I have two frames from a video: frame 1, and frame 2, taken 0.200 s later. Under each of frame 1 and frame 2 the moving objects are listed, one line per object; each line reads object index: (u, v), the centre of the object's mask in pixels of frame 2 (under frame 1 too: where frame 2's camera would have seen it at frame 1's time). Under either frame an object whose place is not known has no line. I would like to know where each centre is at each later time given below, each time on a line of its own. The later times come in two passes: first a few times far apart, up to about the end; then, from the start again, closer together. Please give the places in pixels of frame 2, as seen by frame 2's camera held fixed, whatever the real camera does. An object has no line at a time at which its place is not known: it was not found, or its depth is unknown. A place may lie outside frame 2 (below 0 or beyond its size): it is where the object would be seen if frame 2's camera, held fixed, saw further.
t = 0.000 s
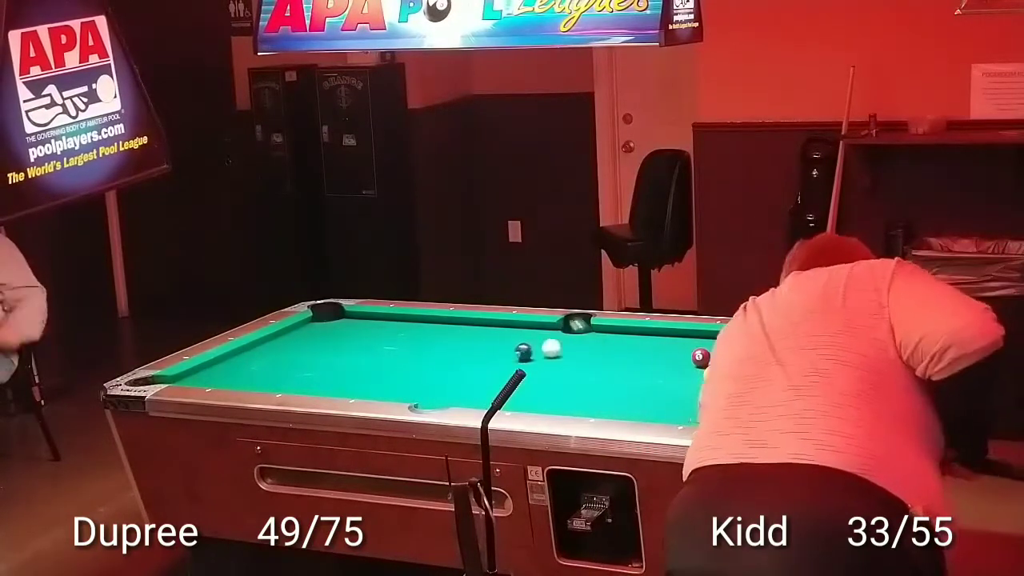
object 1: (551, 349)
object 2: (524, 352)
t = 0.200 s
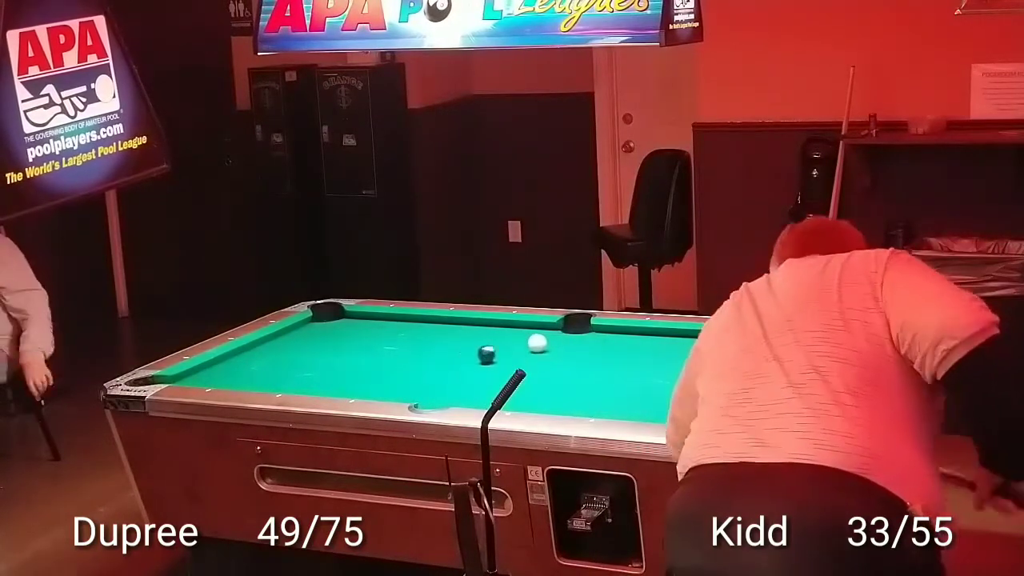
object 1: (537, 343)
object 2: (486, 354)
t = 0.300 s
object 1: (530, 341)
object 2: (469, 356)
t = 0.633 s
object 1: (508, 333)
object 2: (411, 360)
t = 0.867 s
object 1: (494, 328)
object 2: (373, 362)
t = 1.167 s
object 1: (478, 322)
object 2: (326, 365)
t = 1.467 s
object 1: (454, 322)
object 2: (280, 369)
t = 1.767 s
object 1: (432, 323)
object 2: (237, 372)
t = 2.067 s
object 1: (412, 325)
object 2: (196, 375)
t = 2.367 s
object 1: (395, 326)
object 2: (193, 378)
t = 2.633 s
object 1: (380, 326)
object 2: (199, 379)
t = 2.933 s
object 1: (366, 327)
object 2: (205, 382)
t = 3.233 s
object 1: (354, 328)
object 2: (214, 382)
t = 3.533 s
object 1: (345, 329)
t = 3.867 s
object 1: (337, 330)
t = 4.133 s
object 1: (332, 330)
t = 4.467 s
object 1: (329, 330)
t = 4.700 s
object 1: (327, 330)
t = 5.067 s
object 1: (327, 330)
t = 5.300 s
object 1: (327, 330)
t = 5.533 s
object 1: (327, 330)
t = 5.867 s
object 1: (328, 330)
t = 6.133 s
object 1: (328, 330)
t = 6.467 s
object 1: (327, 330)
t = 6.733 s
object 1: (327, 330)
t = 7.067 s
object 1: (327, 330)
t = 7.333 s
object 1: (328, 330)
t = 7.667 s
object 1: (328, 330)
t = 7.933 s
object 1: (327, 330)
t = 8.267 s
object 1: (327, 330)
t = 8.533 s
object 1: (327, 330)
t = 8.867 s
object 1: (327, 330)
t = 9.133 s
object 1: (327, 330)
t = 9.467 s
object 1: (327, 330)
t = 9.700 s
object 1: (327, 330)
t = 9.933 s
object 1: (327, 330)
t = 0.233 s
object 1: (534, 342)
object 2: (480, 355)
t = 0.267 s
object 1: (532, 342)
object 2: (474, 356)
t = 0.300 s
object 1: (530, 341)
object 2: (469, 356)
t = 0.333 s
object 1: (528, 340)
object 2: (463, 356)
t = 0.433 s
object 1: (521, 338)
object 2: (445, 357)
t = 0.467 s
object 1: (519, 337)
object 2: (439, 358)
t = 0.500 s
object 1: (516, 336)
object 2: (434, 358)
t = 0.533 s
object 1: (514, 335)
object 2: (428, 358)
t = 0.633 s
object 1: (508, 333)
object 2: (411, 360)
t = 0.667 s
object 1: (506, 332)
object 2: (406, 360)
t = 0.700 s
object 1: (504, 331)
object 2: (400, 360)
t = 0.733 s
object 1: (502, 331)
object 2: (395, 361)
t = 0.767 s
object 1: (500, 330)
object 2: (389, 361)
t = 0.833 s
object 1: (496, 329)
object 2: (379, 362)
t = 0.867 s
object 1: (494, 328)
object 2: (373, 362)
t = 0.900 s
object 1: (492, 327)
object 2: (368, 363)
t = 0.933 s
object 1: (491, 326)
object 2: (363, 363)
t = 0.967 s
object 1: (489, 326)
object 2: (357, 363)
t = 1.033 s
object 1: (485, 324)
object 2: (347, 364)
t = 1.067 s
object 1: (483, 324)
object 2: (342, 364)
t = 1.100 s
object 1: (482, 323)
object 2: (336, 365)
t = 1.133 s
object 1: (480, 322)
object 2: (331, 365)
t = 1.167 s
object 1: (478, 322)
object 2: (326, 365)
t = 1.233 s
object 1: (474, 321)
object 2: (316, 366)
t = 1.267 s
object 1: (471, 321)
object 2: (310, 366)
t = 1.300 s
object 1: (468, 321)
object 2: (305, 367)
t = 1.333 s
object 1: (465, 321)
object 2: (300, 367)
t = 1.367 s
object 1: (463, 321)
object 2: (295, 368)
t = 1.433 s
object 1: (457, 322)
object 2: (285, 368)
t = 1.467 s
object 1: (454, 322)
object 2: (280, 369)
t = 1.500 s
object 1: (452, 322)
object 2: (275, 369)
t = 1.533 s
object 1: (449, 323)
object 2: (270, 369)
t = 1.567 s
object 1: (447, 323)
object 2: (265, 370)
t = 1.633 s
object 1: (442, 323)
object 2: (256, 370)
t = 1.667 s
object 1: (439, 323)
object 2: (251, 371)
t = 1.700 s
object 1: (437, 323)
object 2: (246, 371)
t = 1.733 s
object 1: (435, 323)
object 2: (241, 372)
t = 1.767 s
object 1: (432, 323)
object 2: (237, 372)
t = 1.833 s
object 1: (427, 324)
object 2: (227, 372)
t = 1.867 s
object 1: (425, 324)
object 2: (223, 373)
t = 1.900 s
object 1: (423, 324)
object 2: (218, 373)
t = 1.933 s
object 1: (421, 324)
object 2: (214, 374)
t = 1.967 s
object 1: (419, 324)
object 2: (209, 374)
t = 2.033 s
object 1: (415, 324)
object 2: (201, 374)
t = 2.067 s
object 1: (412, 325)
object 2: (196, 375)
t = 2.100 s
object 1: (410, 325)
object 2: (192, 375)
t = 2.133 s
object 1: (408, 325)
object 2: (187, 375)
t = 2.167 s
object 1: (406, 325)
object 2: (187, 375)
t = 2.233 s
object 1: (402, 325)
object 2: (189, 376)
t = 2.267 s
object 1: (400, 325)
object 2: (190, 376)
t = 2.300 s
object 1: (398, 325)
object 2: (191, 377)
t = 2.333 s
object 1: (397, 325)
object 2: (192, 377)
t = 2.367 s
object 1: (395, 326)
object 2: (193, 378)
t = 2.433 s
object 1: (391, 326)
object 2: (194, 378)
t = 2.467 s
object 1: (389, 326)
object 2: (195, 378)
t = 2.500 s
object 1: (387, 326)
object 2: (196, 378)
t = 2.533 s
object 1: (386, 326)
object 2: (197, 379)
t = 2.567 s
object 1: (384, 326)
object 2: (197, 379)
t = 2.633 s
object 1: (380, 326)
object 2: (199, 379)
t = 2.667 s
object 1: (379, 326)
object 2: (200, 379)
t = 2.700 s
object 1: (377, 327)
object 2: (200, 379)
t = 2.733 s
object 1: (376, 327)
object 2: (201, 380)
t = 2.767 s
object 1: (374, 327)
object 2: (202, 380)
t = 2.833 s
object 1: (371, 327)
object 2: (203, 380)
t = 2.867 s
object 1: (369, 327)
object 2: (204, 381)
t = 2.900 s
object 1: (368, 327)
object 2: (205, 381)
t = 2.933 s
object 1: (366, 327)
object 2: (205, 382)
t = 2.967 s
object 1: (365, 327)
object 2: (206, 382)
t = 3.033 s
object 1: (362, 328)
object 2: (208, 382)
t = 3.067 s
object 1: (361, 328)
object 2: (208, 382)
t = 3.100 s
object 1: (360, 328)
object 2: (209, 382)
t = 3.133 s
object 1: (358, 328)
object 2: (210, 382)
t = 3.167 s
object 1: (357, 328)
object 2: (211, 382)
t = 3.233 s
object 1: (354, 328)
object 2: (214, 382)
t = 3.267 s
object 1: (354, 329)
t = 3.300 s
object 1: (352, 329)
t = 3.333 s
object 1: (351, 329)
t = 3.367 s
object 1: (350, 329)
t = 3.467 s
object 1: (347, 329)
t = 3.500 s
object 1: (346, 329)
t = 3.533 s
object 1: (345, 329)
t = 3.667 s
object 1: (342, 329)
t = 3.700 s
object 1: (340, 329)
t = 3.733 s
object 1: (340, 329)
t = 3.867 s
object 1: (337, 330)
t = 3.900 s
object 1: (336, 330)
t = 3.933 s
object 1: (335, 330)
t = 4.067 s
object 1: (333, 330)
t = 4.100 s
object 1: (333, 330)
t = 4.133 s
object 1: (332, 330)
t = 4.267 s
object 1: (330, 330)
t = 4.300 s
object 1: (330, 330)
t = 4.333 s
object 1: (330, 330)
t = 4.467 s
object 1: (329, 330)
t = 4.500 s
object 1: (328, 330)
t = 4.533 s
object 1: (328, 330)
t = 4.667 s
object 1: (327, 330)
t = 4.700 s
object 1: (327, 330)
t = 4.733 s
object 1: (327, 330)
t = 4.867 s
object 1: (327, 330)
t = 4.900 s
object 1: (327, 330)
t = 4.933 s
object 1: (327, 330)
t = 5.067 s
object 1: (327, 330)
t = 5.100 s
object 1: (327, 330)
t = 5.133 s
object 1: (327, 330)
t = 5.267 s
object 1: (327, 330)
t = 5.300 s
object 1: (327, 330)
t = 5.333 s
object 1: (327, 330)
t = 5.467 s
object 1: (327, 330)
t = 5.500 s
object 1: (327, 330)
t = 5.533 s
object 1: (327, 330)
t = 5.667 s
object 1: (327, 330)
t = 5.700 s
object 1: (327, 330)
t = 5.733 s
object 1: (328, 330)
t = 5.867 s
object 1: (328, 330)
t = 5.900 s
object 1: (327, 330)
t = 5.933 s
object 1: (328, 330)
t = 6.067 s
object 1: (328, 330)
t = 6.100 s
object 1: (328, 330)
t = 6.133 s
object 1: (328, 330)
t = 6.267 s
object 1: (327, 330)
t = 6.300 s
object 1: (328, 330)
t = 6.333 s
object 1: (328, 330)
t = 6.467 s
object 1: (327, 330)
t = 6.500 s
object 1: (327, 330)
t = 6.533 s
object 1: (327, 330)
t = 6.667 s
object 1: (327, 330)
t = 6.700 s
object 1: (327, 330)
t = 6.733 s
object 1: (327, 330)
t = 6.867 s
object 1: (327, 330)
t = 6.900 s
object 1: (327, 330)
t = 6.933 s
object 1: (327, 330)
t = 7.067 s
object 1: (327, 330)
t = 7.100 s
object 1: (327, 330)
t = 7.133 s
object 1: (327, 330)
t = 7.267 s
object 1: (328, 330)
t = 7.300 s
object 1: (328, 330)
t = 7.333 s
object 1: (328, 330)
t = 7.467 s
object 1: (328, 330)
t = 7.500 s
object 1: (328, 330)
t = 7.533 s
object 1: (328, 330)
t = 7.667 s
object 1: (328, 330)
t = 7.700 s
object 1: (328, 330)
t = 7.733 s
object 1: (328, 330)
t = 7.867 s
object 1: (328, 330)
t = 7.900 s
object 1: (327, 330)
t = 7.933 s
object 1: (327, 330)
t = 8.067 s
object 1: (327, 330)
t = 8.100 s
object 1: (327, 330)
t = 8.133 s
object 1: (327, 330)
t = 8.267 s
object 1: (327, 330)
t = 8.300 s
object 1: (327, 330)
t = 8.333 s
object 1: (327, 330)
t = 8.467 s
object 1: (327, 330)
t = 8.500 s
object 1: (327, 330)
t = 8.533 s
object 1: (327, 330)
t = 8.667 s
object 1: (327, 330)
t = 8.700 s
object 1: (327, 330)
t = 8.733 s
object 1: (327, 330)
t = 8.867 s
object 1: (327, 330)
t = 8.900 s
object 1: (327, 330)
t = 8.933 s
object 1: (327, 330)
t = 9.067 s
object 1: (327, 330)
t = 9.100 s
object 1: (327, 330)
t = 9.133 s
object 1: (327, 330)
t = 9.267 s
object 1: (327, 330)
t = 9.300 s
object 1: (327, 330)
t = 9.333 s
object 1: (327, 330)
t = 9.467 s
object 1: (327, 330)
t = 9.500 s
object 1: (327, 330)
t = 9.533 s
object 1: (327, 330)
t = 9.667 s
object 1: (327, 330)
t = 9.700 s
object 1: (327, 330)
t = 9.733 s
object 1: (327, 330)
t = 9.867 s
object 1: (327, 330)
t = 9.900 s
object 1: (327, 330)
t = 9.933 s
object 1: (327, 330)
